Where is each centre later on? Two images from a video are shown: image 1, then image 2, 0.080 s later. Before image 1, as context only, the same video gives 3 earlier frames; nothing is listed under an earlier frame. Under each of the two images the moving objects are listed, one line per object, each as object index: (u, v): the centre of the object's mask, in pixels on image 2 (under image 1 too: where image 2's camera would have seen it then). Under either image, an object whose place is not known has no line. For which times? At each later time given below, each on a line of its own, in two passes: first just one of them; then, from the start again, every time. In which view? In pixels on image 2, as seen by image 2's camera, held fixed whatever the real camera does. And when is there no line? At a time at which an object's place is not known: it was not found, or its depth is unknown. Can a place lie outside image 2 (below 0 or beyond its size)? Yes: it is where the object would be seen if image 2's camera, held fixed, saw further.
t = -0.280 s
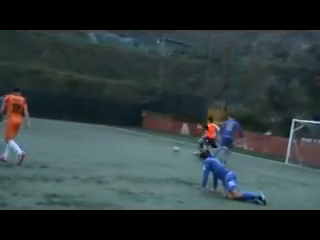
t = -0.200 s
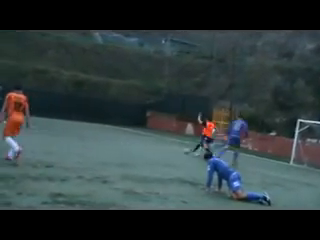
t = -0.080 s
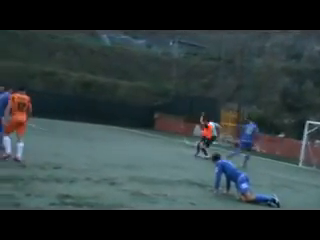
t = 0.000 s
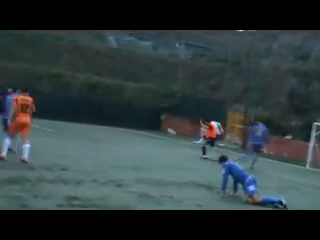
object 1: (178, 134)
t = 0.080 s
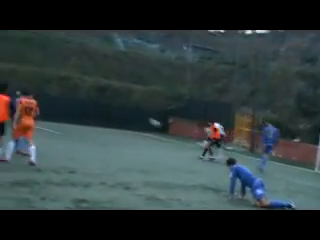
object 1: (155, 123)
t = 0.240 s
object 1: (96, 99)
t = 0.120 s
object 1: (141, 116)
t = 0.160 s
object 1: (127, 111)
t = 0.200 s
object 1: (111, 105)
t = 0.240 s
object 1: (96, 99)
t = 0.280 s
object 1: (80, 95)
